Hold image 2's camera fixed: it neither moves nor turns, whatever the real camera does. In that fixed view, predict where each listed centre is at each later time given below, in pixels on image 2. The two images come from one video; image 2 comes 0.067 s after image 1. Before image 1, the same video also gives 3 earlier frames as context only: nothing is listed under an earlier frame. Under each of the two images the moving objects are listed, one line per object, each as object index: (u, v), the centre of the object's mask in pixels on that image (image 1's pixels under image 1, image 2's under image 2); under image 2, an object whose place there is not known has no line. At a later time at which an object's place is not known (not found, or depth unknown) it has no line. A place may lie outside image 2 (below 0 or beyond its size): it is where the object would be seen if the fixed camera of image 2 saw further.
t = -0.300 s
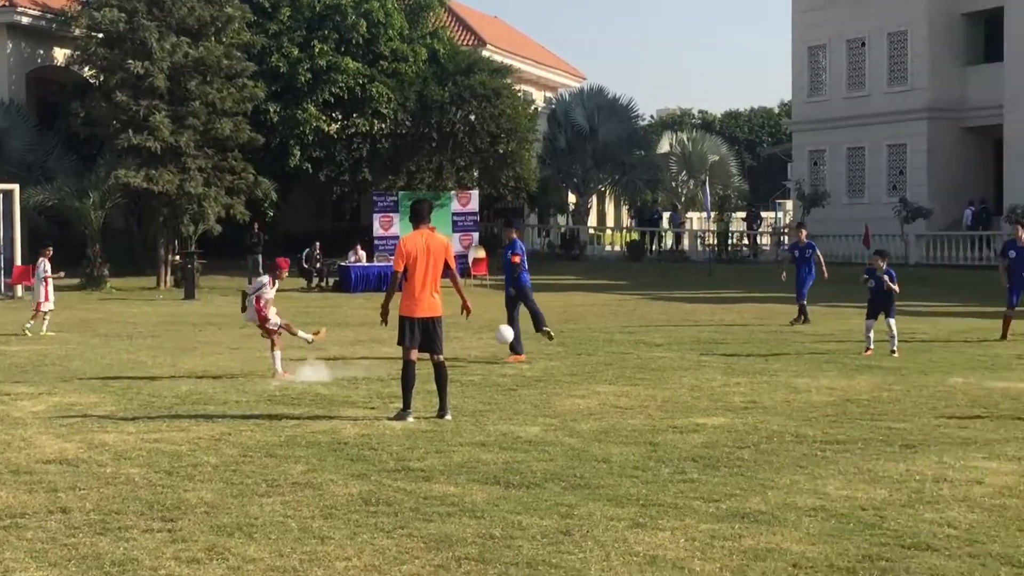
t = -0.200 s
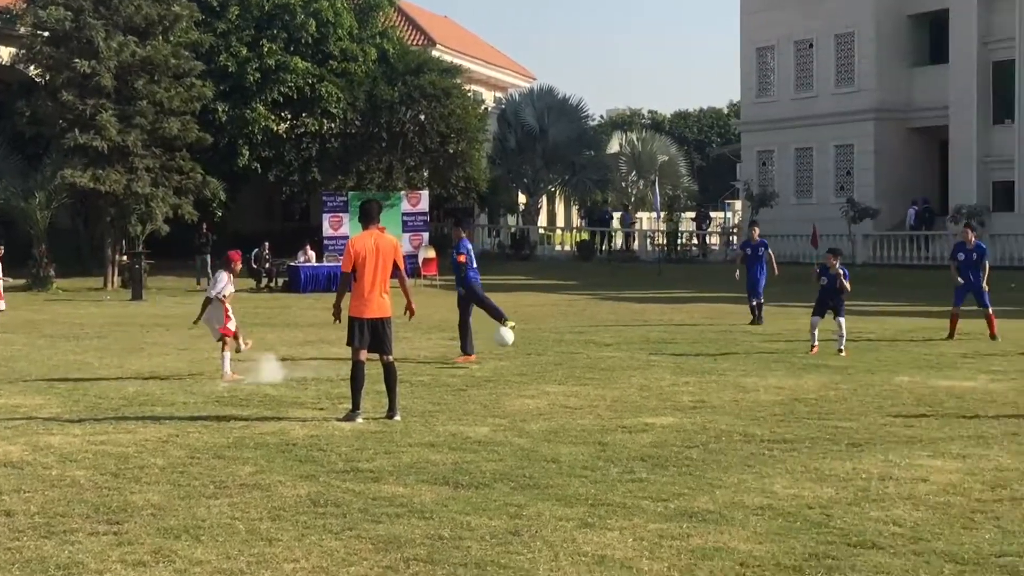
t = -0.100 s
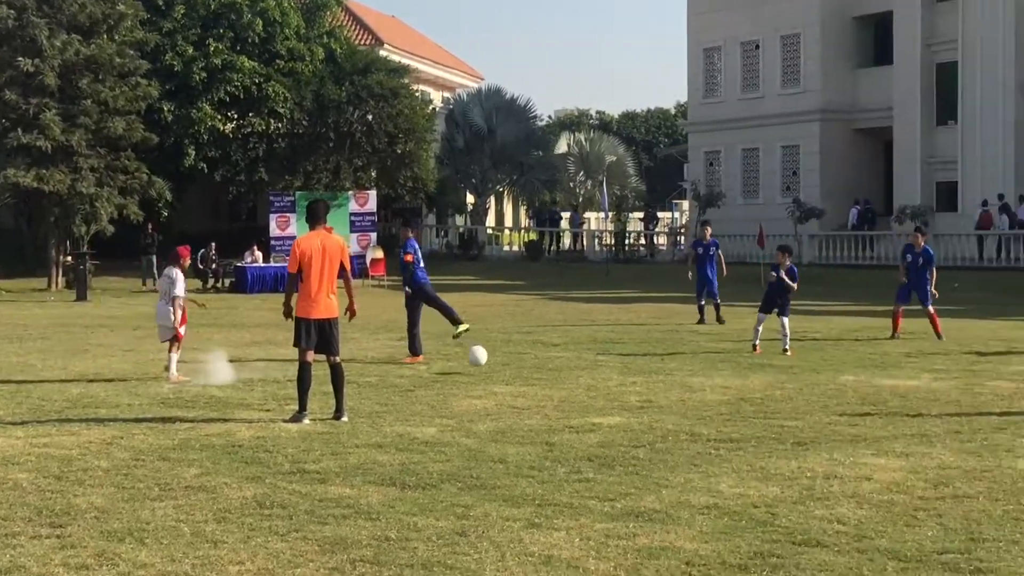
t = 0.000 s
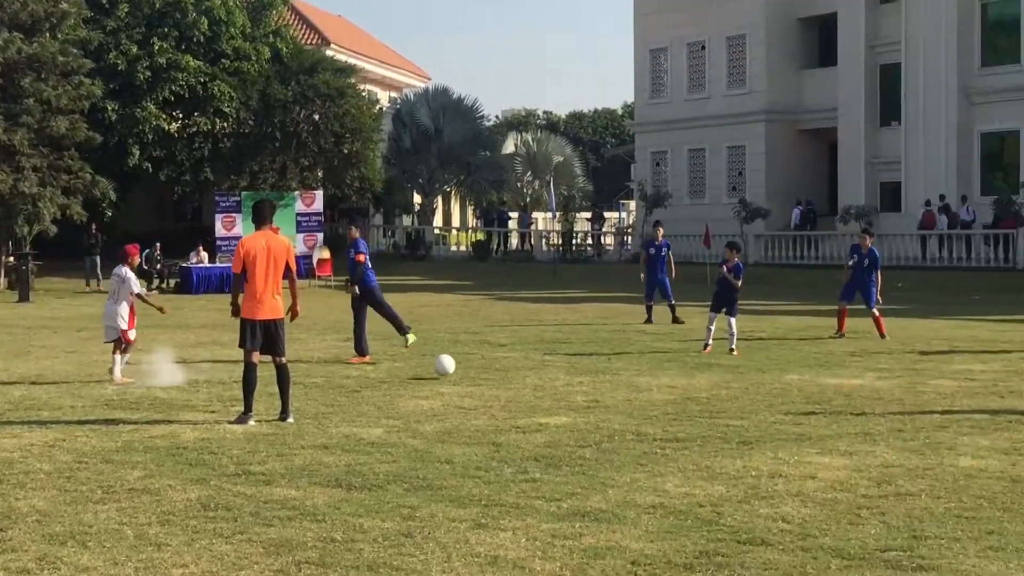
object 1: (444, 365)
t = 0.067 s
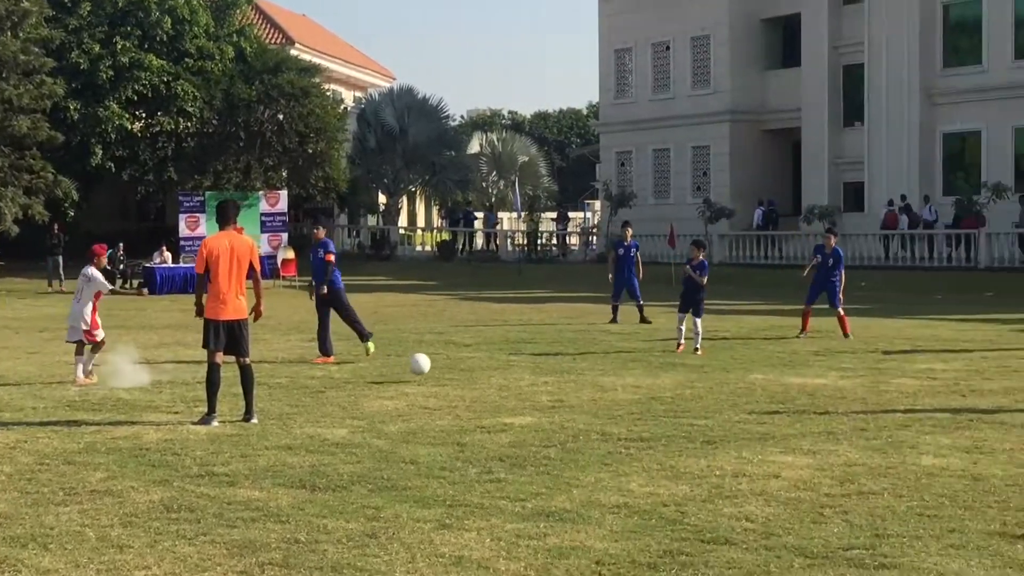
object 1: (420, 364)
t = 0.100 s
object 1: (423, 365)
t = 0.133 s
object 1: (427, 367)
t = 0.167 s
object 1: (432, 371)
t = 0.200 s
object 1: (436, 377)
